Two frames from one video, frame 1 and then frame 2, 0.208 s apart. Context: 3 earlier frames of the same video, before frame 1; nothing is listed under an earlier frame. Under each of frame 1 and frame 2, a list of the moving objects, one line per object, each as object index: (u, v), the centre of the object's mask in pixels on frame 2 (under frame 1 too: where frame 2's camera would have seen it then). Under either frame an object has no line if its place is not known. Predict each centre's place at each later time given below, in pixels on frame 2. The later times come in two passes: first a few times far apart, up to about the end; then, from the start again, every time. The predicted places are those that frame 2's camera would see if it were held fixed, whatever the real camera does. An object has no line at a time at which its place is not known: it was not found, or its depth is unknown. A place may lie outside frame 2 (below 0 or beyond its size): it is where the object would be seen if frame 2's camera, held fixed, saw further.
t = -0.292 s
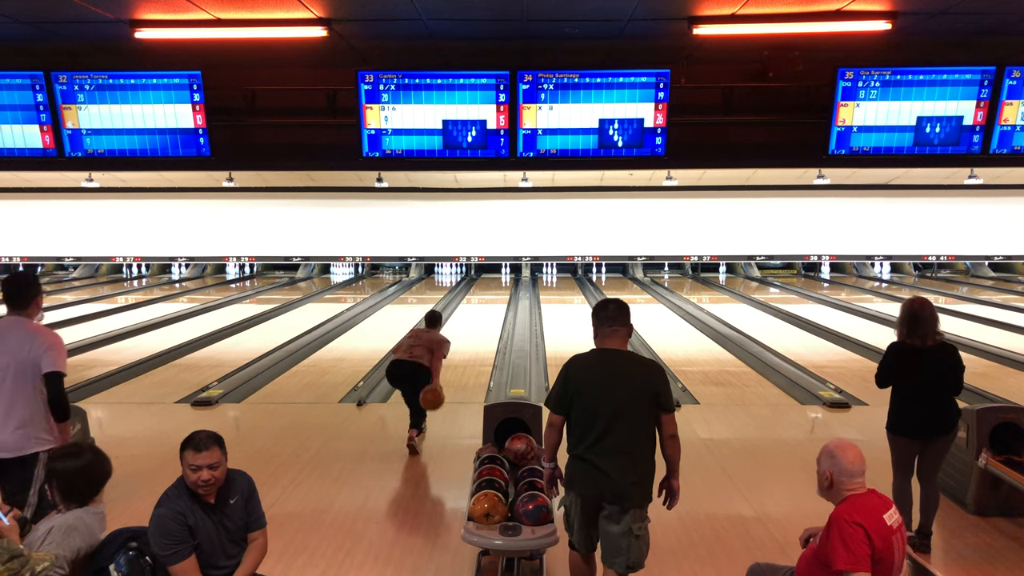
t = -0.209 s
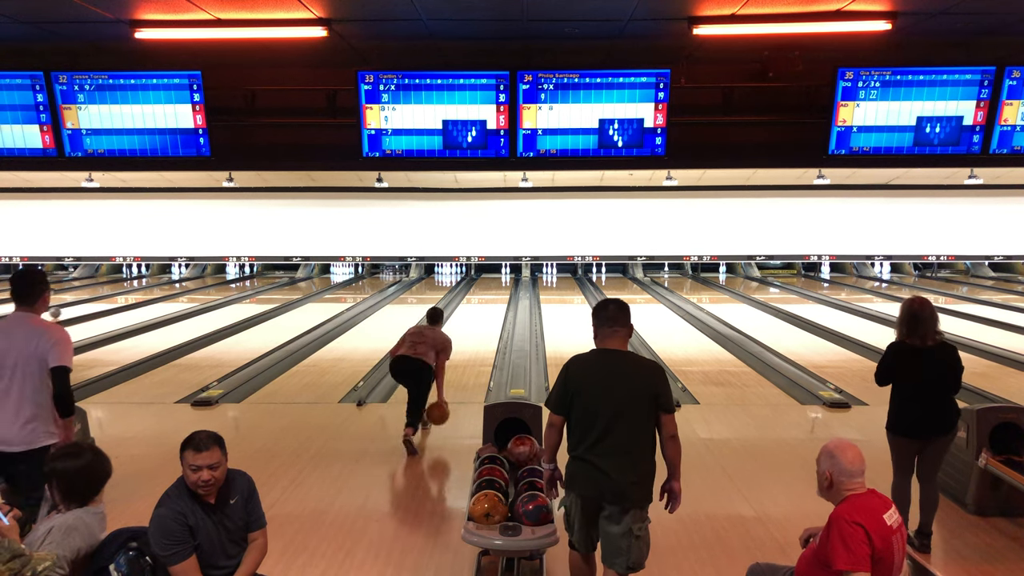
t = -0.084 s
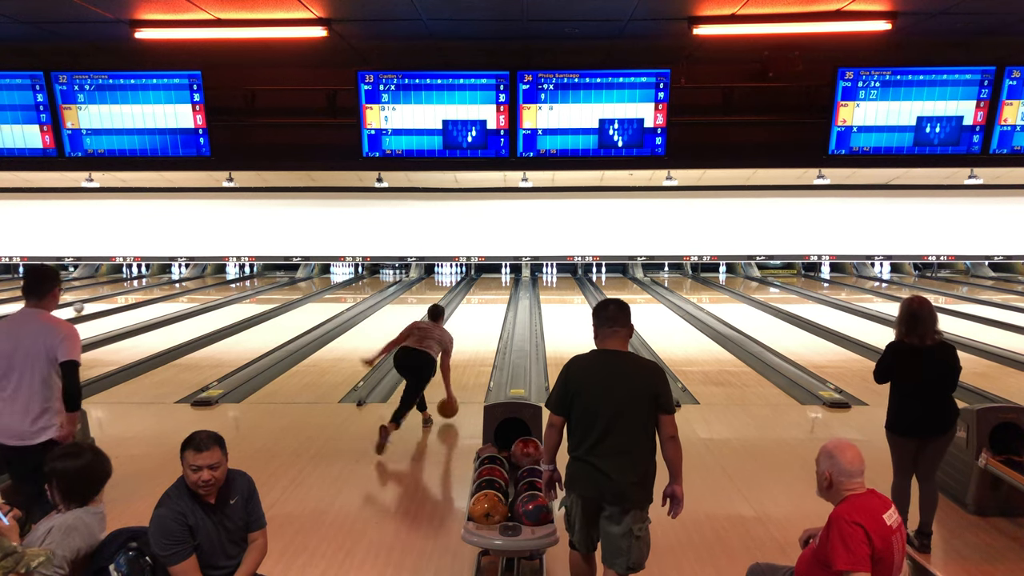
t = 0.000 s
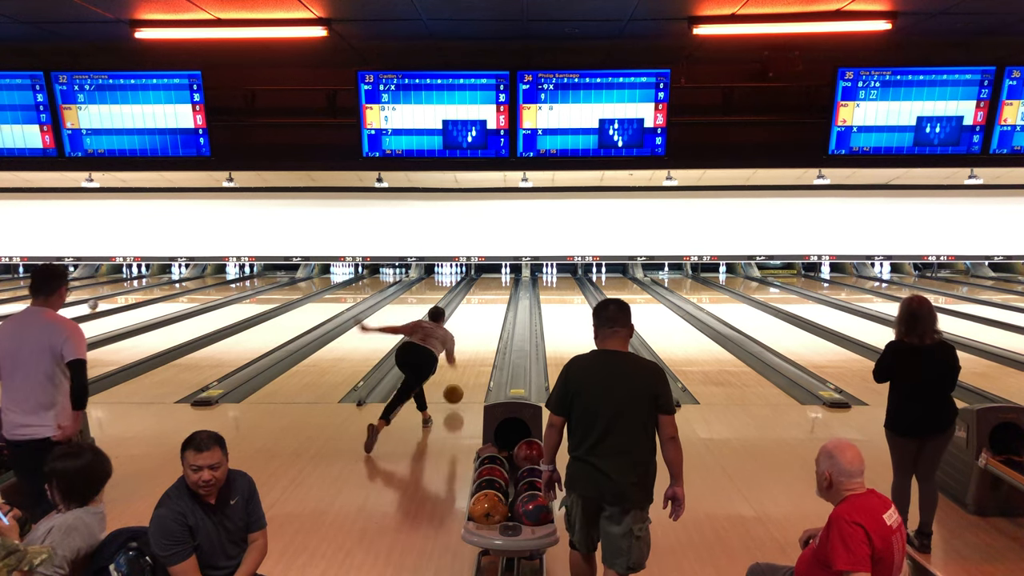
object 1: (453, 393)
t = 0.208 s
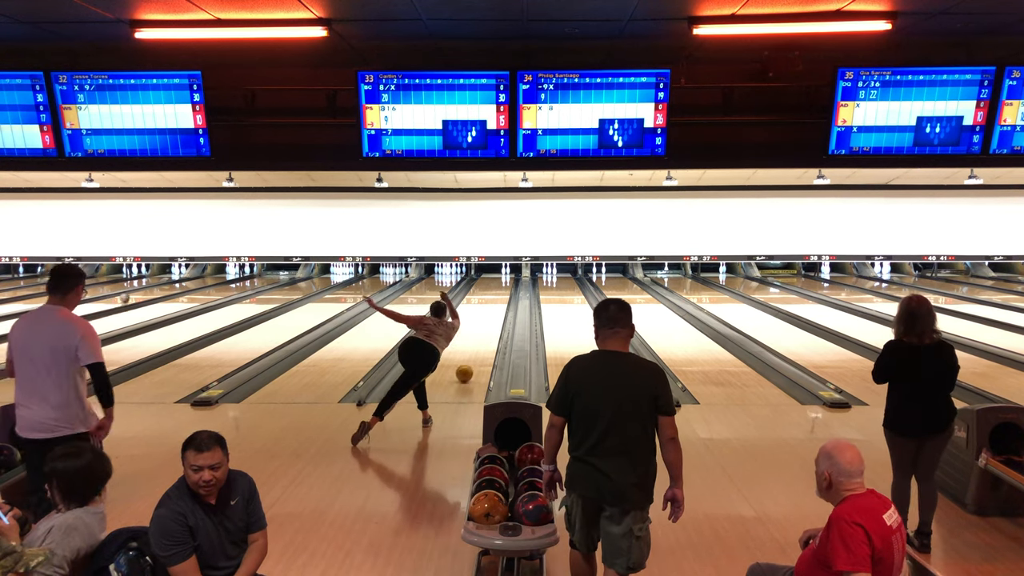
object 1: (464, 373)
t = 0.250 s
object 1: (466, 369)
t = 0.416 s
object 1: (472, 354)
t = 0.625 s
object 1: (479, 339)
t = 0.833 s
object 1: (484, 327)
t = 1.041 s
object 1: (488, 317)
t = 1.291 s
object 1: (492, 307)
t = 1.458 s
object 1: (494, 301)
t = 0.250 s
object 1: (466, 369)
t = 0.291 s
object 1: (468, 365)
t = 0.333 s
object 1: (469, 361)
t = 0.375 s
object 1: (471, 357)
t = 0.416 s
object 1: (472, 354)
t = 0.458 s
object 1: (474, 351)
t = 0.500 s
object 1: (475, 347)
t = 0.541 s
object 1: (476, 345)
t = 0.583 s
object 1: (478, 342)
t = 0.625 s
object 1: (479, 339)
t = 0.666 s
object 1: (480, 336)
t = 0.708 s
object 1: (481, 334)
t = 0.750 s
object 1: (482, 331)
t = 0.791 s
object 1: (483, 329)
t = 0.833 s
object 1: (484, 327)
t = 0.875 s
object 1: (484, 325)
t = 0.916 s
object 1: (485, 323)
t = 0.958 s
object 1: (486, 321)
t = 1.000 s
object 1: (487, 319)
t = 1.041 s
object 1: (488, 317)
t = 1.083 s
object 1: (488, 315)
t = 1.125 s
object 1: (489, 313)
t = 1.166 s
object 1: (490, 312)
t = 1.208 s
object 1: (491, 310)
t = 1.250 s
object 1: (491, 308)
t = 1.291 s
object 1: (492, 307)
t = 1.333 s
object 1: (492, 305)
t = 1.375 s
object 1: (493, 304)
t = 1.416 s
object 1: (493, 303)
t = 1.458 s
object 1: (494, 301)
